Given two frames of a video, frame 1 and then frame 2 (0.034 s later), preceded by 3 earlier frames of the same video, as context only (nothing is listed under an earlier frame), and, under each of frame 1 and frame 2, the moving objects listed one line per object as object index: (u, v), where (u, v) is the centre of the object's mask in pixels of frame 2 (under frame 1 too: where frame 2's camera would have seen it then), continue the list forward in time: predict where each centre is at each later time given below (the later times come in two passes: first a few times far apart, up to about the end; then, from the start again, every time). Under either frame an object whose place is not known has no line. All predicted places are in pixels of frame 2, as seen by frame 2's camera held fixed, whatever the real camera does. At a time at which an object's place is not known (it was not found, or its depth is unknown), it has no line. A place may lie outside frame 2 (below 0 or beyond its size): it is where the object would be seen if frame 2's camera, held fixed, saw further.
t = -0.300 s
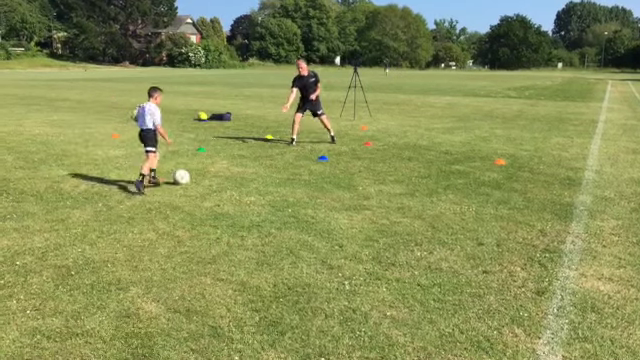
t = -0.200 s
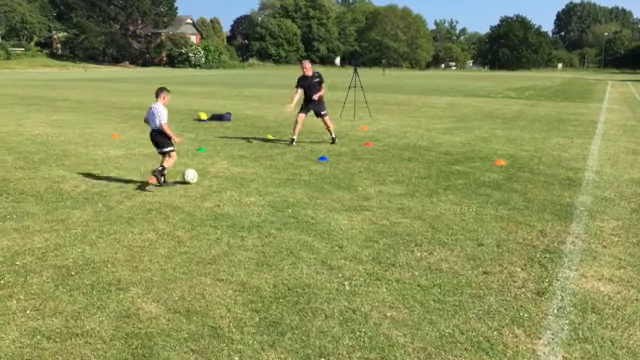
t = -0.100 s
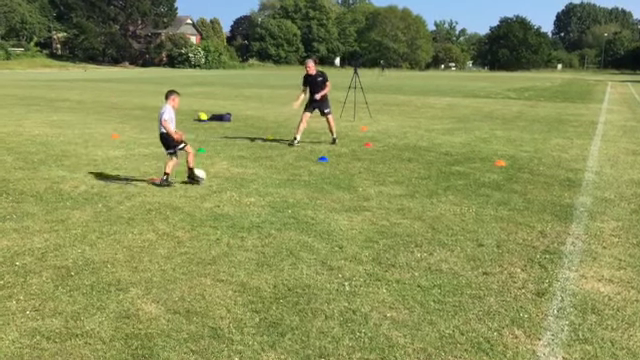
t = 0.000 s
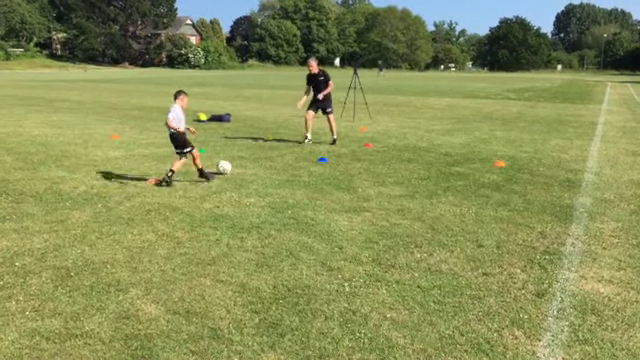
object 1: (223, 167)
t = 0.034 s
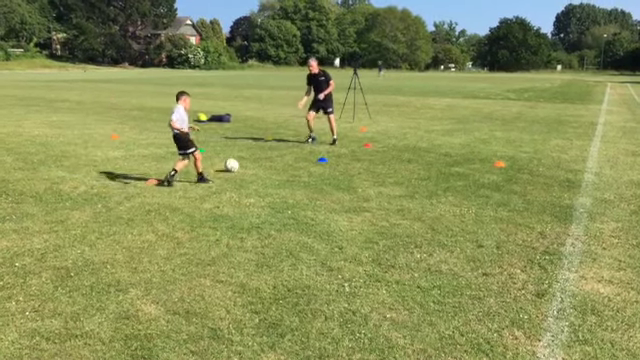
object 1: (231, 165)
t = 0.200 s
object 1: (262, 155)
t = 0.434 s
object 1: (287, 146)
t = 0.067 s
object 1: (238, 163)
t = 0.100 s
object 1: (245, 161)
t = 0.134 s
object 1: (251, 159)
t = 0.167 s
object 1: (256, 157)
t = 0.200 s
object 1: (262, 155)
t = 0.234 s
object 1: (266, 154)
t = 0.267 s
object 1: (270, 152)
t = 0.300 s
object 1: (274, 150)
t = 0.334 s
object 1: (278, 149)
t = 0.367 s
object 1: (282, 148)
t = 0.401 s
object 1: (285, 147)
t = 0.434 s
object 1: (287, 146)
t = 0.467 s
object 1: (291, 145)
